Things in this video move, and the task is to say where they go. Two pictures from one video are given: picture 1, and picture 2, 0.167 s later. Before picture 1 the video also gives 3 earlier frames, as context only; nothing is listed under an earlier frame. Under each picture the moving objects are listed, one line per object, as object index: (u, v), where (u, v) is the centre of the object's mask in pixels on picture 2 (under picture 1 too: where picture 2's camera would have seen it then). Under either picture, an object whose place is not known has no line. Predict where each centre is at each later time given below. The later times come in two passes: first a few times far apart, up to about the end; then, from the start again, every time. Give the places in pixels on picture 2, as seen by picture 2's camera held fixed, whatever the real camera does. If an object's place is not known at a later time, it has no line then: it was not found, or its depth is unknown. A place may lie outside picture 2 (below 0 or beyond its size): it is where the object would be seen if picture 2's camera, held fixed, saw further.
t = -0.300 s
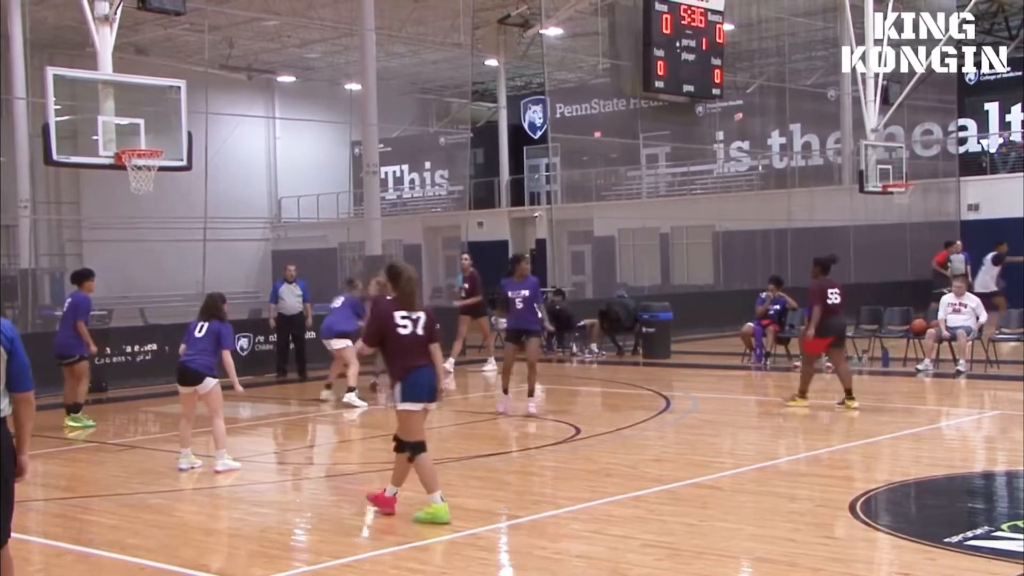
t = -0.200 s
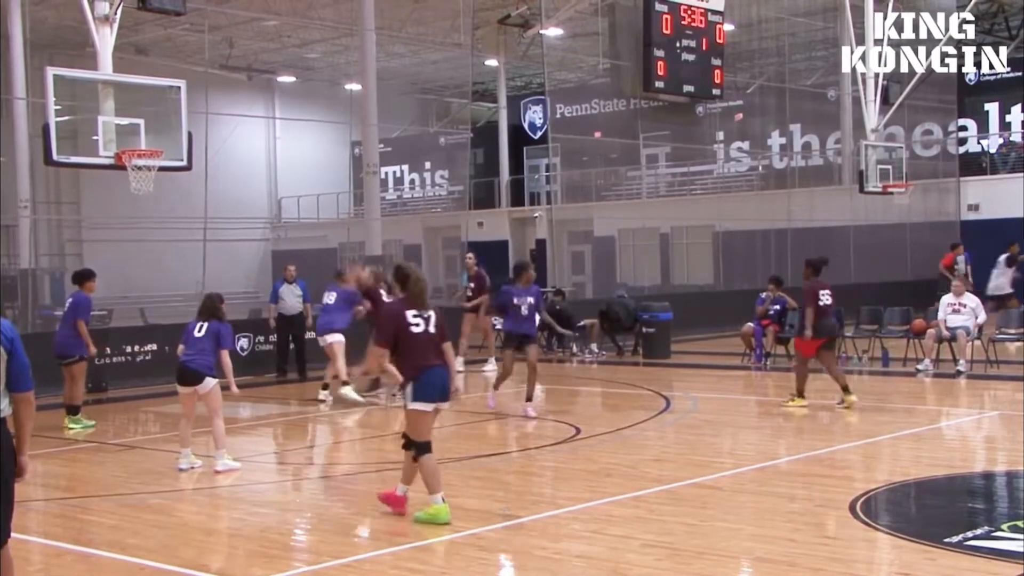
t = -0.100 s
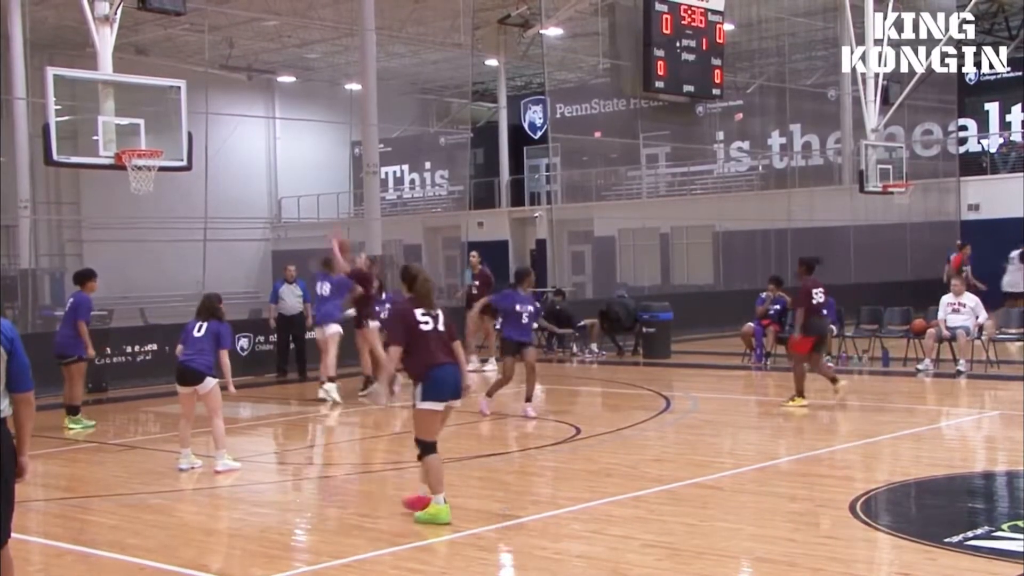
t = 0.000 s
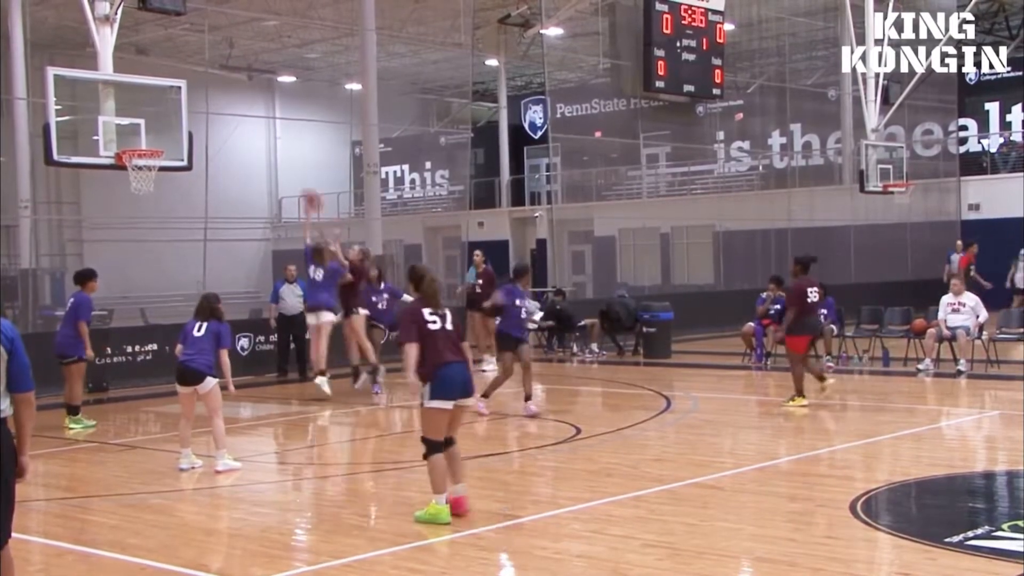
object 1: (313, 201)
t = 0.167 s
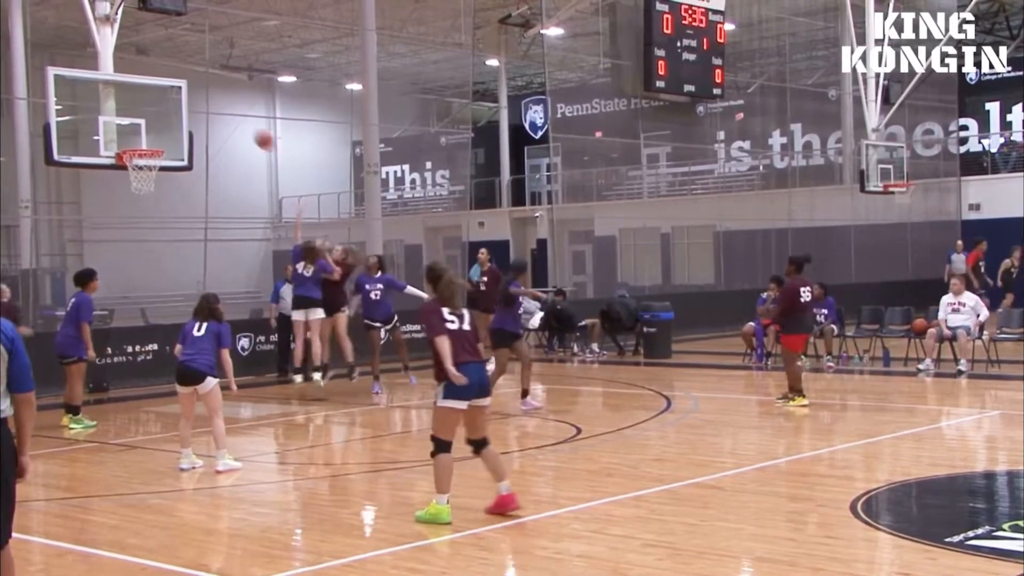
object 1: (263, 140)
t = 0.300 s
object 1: (226, 110)
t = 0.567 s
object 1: (154, 85)
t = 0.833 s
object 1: (130, 113)
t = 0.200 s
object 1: (254, 131)
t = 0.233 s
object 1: (245, 124)
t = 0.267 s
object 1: (236, 117)
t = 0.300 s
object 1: (226, 110)
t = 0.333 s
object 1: (215, 103)
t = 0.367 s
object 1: (206, 97)
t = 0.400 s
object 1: (197, 94)
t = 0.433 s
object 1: (186, 90)
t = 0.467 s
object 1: (176, 88)
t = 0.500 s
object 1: (166, 87)
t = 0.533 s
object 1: (158, 86)
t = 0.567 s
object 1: (154, 85)
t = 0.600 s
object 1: (151, 86)
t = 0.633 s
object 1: (148, 87)
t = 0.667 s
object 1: (145, 89)
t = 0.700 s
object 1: (142, 93)
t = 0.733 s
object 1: (139, 96)
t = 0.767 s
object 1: (135, 101)
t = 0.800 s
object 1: (133, 106)
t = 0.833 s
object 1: (130, 113)
